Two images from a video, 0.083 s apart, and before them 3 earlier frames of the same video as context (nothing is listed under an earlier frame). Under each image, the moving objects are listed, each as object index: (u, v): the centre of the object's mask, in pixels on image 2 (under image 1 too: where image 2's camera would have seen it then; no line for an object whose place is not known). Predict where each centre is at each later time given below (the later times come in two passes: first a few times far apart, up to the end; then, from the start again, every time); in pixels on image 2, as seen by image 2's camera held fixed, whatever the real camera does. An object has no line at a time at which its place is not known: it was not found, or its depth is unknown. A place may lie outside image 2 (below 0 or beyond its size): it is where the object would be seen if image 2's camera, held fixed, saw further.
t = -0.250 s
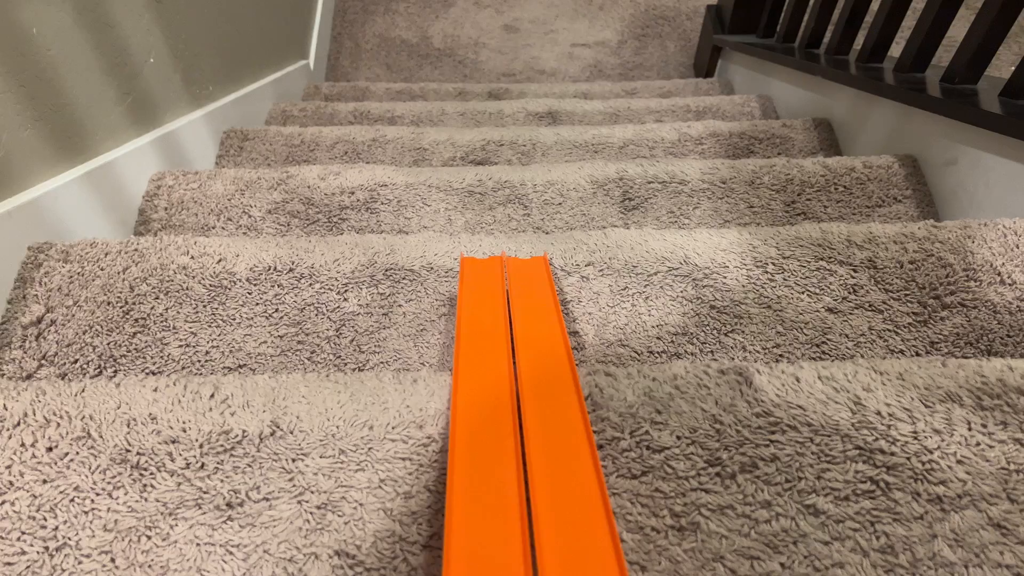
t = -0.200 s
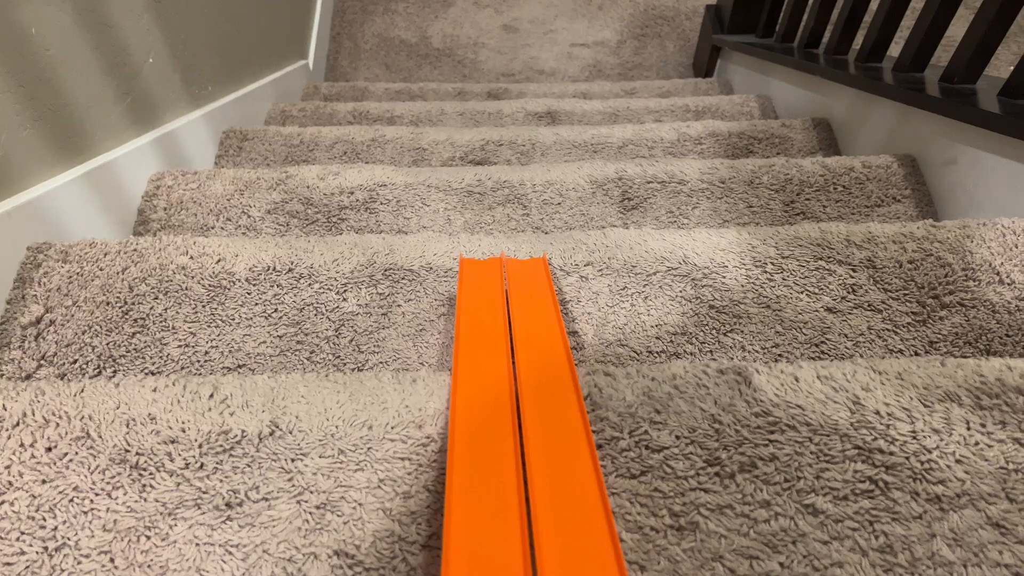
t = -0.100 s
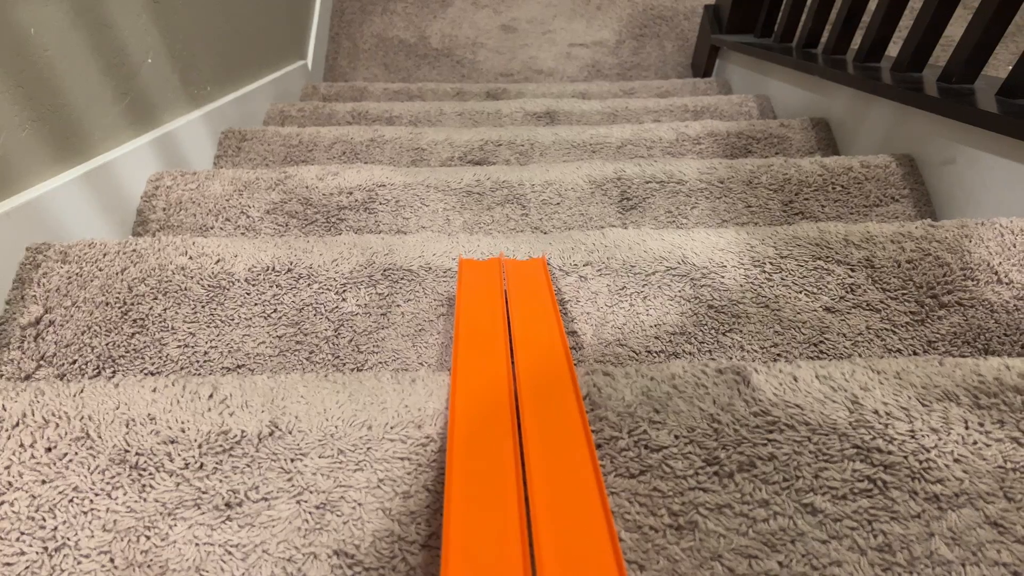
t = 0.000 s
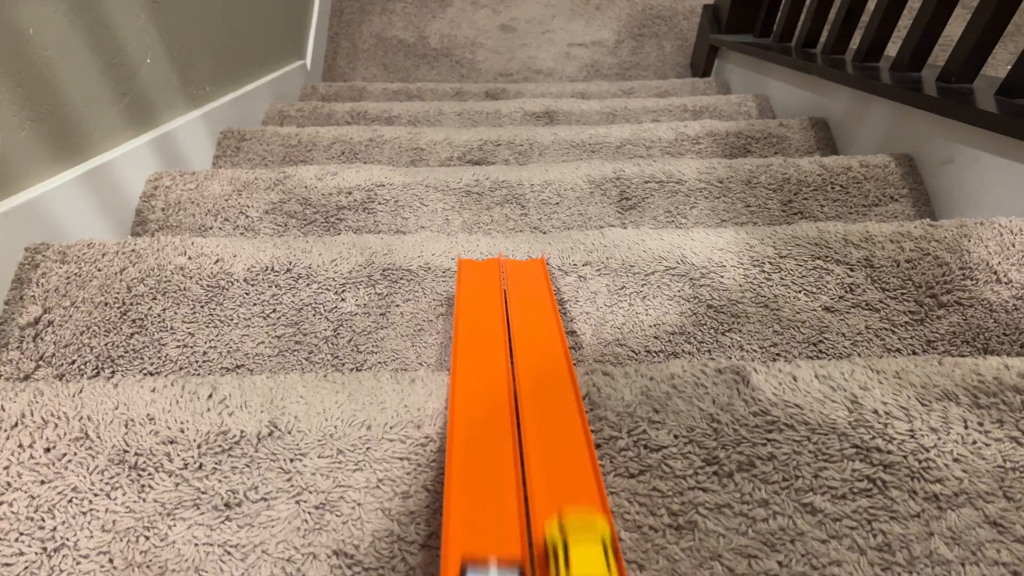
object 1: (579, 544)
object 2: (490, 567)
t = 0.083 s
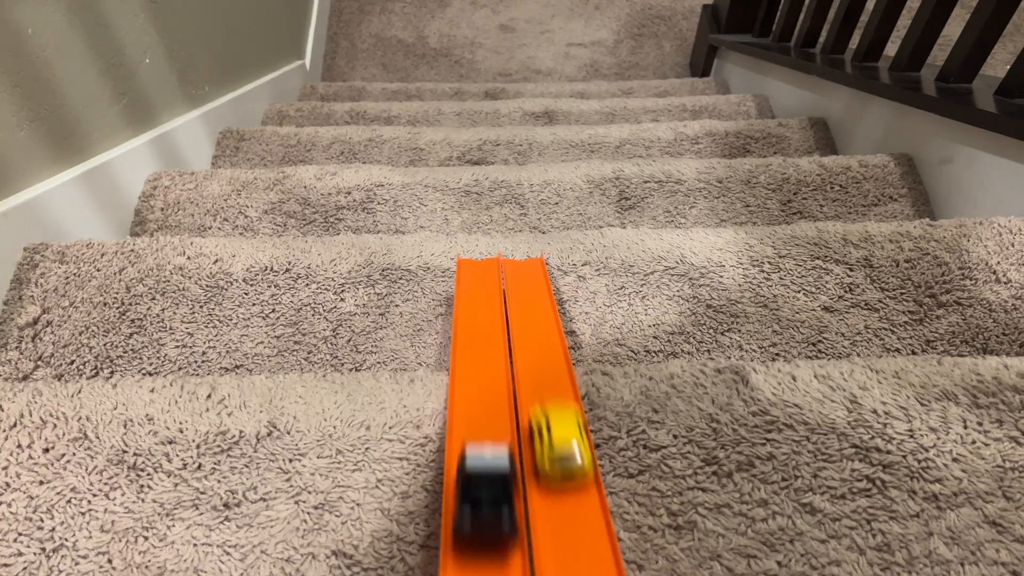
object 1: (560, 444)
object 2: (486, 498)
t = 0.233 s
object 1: (528, 282)
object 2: (480, 308)
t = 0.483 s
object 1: (525, 224)
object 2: (483, 118)
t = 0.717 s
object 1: (579, 203)
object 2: (539, 53)
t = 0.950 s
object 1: (615, 213)
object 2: (607, 109)
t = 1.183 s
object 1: (615, 214)
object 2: (721, 96)
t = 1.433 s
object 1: (615, 214)
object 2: (745, 86)
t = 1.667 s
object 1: (615, 214)
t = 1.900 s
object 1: (615, 214)
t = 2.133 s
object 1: (615, 214)
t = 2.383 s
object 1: (615, 214)
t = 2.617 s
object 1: (615, 214)
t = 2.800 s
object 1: (615, 214)
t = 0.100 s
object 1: (556, 420)
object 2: (485, 471)
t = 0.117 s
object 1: (552, 399)
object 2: (485, 445)
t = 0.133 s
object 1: (548, 379)
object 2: (484, 422)
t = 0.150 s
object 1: (544, 359)
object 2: (483, 399)
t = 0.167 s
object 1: (541, 340)
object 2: (482, 377)
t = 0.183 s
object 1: (538, 324)
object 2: (482, 357)
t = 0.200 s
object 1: (535, 309)
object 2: (481, 339)
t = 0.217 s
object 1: (532, 295)
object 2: (481, 323)
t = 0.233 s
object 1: (528, 282)
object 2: (480, 308)
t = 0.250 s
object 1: (525, 271)
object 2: (478, 295)
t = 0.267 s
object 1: (523, 261)
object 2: (478, 281)
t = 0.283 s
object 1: (521, 249)
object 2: (478, 270)
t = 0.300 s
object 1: (522, 237)
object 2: (478, 259)
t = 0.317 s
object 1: (522, 226)
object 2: (479, 242)
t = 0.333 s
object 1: (522, 219)
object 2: (478, 216)
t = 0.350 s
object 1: (522, 211)
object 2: (478, 193)
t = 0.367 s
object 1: (522, 205)
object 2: (479, 173)
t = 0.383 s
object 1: (523, 202)
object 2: (478, 160)
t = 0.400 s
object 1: (523, 201)
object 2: (479, 150)
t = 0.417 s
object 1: (523, 203)
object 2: (479, 142)
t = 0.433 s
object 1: (524, 206)
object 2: (480, 135)
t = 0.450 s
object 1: (524, 212)
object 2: (481, 127)
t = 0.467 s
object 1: (525, 219)
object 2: (481, 122)
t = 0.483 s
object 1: (525, 224)
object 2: (483, 118)
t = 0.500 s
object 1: (521, 226)
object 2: (485, 118)
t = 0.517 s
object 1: (520, 229)
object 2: (486, 121)
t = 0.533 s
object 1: (520, 232)
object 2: (487, 123)
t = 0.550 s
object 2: (488, 127)
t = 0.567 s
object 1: (526, 231)
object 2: (490, 130)
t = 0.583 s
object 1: (532, 228)
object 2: (492, 131)
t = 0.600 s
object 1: (540, 226)
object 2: (498, 117)
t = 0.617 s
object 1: (549, 220)
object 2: (503, 107)
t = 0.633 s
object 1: (555, 214)
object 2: (508, 95)
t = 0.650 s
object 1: (560, 211)
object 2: (514, 84)
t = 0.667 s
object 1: (563, 208)
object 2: (520, 76)
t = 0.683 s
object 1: (567, 205)
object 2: (527, 67)
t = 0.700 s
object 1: (574, 203)
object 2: (532, 61)
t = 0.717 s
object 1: (579, 203)
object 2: (539, 53)
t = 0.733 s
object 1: (582, 204)
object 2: (545, 50)
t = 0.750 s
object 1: (586, 206)
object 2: (550, 48)
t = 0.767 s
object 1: (587, 211)
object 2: (555, 48)
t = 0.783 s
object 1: (591, 207)
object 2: (560, 49)
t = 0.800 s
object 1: (594, 206)
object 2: (565, 51)
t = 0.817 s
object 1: (596, 207)
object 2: (571, 52)
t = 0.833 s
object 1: (597, 206)
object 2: (577, 56)
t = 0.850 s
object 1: (600, 209)
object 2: (581, 61)
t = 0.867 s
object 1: (602, 211)
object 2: (586, 66)
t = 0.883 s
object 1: (604, 212)
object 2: (591, 72)
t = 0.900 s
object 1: (607, 213)
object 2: (595, 79)
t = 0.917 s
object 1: (611, 213)
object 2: (600, 87)
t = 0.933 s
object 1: (613, 213)
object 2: (602, 97)
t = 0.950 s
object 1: (615, 213)
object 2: (607, 109)
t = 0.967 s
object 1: (616, 214)
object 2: (611, 115)
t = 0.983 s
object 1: (616, 214)
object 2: (616, 120)
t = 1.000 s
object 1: (615, 214)
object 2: (626, 123)
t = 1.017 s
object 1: (615, 214)
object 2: (624, 119)
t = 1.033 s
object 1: (615, 214)
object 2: (637, 114)
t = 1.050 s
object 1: (615, 214)
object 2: (647, 110)
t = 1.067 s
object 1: (615, 214)
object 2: (657, 106)
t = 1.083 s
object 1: (615, 214)
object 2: (668, 101)
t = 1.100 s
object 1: (615, 214)
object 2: (678, 97)
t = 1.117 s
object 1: (615, 214)
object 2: (688, 95)
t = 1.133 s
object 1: (615, 214)
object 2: (698, 93)
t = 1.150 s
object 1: (615, 214)
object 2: (704, 94)
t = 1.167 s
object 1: (615, 214)
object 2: (714, 94)
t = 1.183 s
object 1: (615, 214)
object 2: (721, 96)
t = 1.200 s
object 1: (615, 214)
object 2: (728, 99)
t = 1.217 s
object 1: (615, 214)
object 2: (735, 104)
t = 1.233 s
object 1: (615, 214)
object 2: (743, 105)
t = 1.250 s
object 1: (615, 214)
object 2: (747, 102)
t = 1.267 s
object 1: (615, 214)
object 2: (749, 96)
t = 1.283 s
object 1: (615, 214)
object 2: (752, 92)
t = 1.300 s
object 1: (615, 214)
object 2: (754, 89)
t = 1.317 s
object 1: (615, 214)
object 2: (754, 87)
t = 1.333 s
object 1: (615, 214)
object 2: (753, 87)
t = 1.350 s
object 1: (615, 214)
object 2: (752, 86)
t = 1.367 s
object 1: (615, 214)
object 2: (751, 85)
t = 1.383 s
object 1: (615, 214)
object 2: (749, 85)
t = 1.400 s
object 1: (615, 214)
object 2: (747, 85)
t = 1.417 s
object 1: (615, 214)
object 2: (746, 86)
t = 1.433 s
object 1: (615, 214)
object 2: (745, 86)
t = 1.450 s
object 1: (615, 214)
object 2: (744, 86)
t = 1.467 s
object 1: (615, 214)
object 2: (743, 88)
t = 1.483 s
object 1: (615, 214)
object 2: (740, 91)
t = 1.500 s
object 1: (615, 214)
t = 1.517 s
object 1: (615, 214)
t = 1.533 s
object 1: (615, 214)
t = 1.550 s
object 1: (615, 214)
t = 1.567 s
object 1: (615, 214)
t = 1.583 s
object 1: (615, 214)
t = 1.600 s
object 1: (615, 214)
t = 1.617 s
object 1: (615, 214)
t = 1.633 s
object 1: (615, 214)
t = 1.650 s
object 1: (615, 214)
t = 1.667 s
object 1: (615, 214)
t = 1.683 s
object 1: (615, 214)
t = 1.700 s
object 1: (615, 214)
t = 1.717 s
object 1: (615, 214)
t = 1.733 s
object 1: (615, 214)
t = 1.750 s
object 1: (615, 214)
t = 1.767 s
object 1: (615, 214)
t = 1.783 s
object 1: (615, 214)
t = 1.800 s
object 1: (615, 214)
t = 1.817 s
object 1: (615, 214)
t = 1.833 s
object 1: (615, 214)
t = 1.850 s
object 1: (615, 214)
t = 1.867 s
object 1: (615, 214)
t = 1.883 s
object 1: (615, 214)
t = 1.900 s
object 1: (615, 214)
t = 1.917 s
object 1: (615, 214)
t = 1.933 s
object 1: (615, 214)
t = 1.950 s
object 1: (615, 214)
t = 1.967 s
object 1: (615, 214)
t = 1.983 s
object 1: (615, 214)
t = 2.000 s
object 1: (615, 214)
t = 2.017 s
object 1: (615, 214)
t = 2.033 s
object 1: (615, 214)
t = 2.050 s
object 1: (615, 214)
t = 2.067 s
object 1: (615, 214)
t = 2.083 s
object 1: (615, 214)
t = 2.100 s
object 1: (615, 214)
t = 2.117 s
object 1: (615, 214)
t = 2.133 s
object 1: (615, 214)
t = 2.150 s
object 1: (615, 214)
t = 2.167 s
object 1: (615, 214)
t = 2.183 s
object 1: (615, 214)
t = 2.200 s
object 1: (615, 214)
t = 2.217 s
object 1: (615, 214)
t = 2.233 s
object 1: (615, 214)
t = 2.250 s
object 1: (615, 214)
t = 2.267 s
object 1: (615, 214)
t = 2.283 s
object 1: (615, 214)
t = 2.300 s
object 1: (615, 214)
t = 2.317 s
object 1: (615, 214)
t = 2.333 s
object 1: (615, 214)
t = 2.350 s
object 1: (615, 214)
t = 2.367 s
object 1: (615, 214)
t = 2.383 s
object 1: (615, 214)
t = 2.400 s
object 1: (615, 214)
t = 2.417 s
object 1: (615, 214)
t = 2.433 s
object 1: (615, 214)
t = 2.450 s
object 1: (615, 214)
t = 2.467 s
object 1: (615, 214)
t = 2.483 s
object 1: (615, 214)
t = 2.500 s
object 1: (615, 214)
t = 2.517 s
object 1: (615, 214)
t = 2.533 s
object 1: (615, 214)
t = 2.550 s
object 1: (615, 214)
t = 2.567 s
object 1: (615, 214)
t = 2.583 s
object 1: (615, 214)
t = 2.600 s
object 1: (615, 214)
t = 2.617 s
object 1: (615, 214)
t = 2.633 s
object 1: (615, 214)
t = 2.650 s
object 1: (615, 214)
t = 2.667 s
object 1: (615, 214)
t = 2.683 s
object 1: (615, 214)
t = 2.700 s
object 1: (615, 214)
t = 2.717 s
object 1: (615, 214)
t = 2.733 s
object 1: (615, 214)
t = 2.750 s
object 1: (615, 214)
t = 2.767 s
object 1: (615, 214)
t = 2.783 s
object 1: (615, 214)
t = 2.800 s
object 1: (615, 214)
